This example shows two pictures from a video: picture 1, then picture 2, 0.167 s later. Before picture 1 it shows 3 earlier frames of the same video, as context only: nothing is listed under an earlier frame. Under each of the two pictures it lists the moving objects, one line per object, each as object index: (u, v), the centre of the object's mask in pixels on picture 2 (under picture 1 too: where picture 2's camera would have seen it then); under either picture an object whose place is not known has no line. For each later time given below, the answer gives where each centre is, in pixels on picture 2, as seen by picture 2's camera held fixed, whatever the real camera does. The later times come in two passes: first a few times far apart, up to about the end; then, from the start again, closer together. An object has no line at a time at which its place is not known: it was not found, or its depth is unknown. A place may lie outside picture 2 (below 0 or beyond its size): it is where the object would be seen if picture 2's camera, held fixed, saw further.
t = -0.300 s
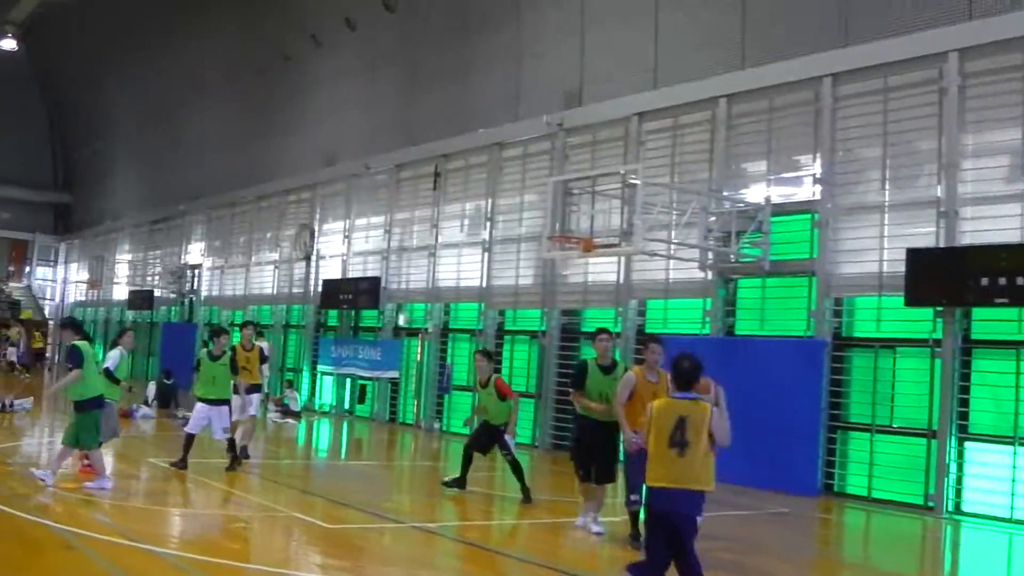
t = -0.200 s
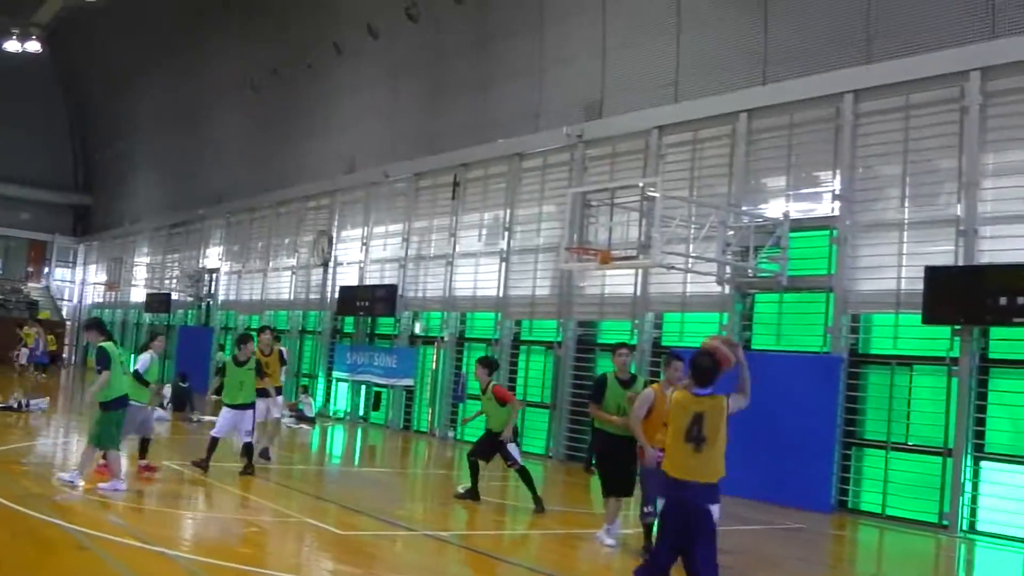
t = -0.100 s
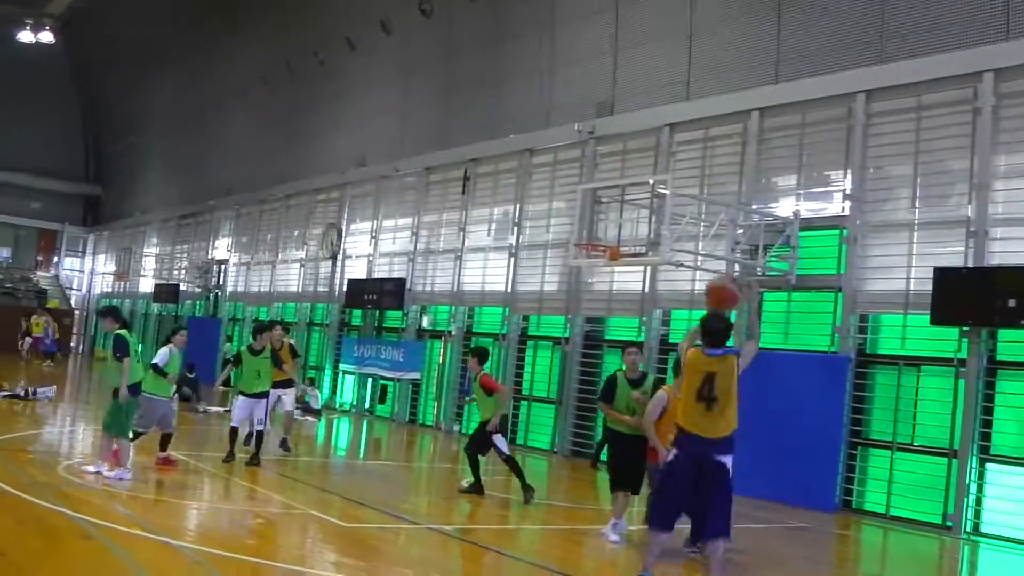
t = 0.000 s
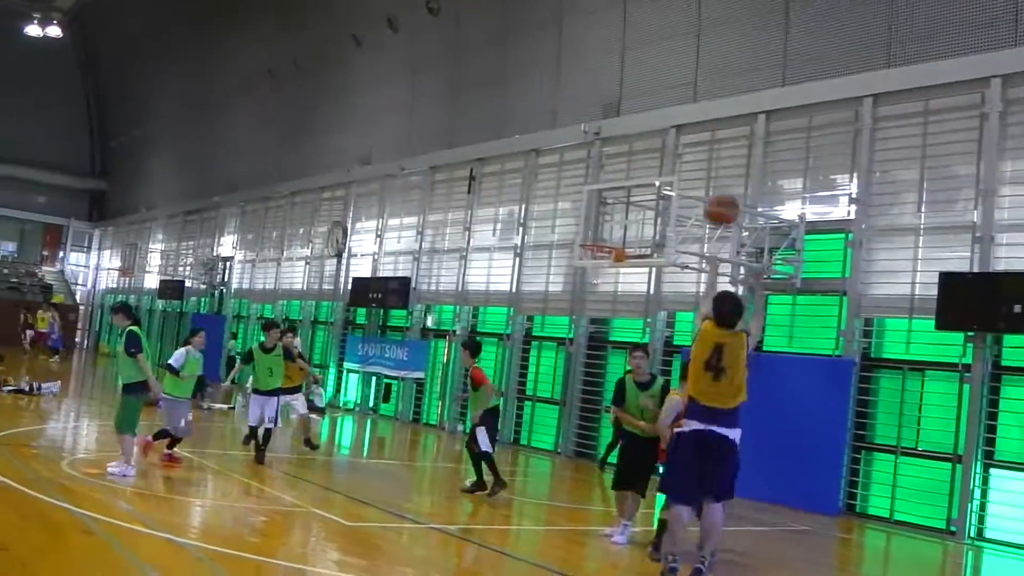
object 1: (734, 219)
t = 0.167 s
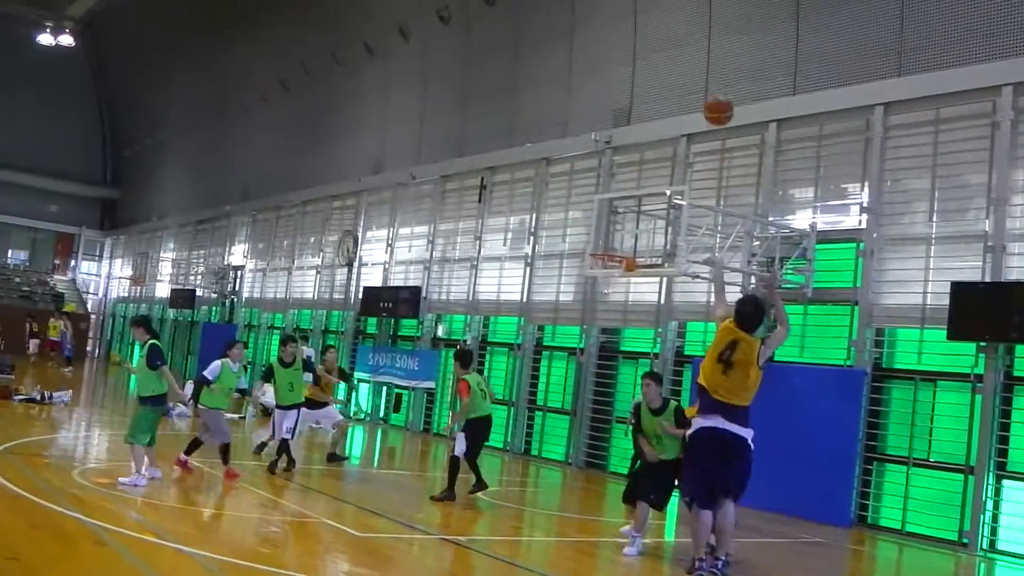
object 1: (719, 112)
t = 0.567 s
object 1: (681, 36)
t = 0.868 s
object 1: (651, 87)
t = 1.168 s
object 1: (619, 199)
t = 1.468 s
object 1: (607, 225)
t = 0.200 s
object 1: (715, 95)
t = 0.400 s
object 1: (697, 44)
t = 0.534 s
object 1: (685, 38)
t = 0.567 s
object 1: (681, 36)
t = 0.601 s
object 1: (678, 39)
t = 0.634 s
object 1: (673, 41)
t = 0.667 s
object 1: (671, 47)
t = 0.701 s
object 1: (668, 50)
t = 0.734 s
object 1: (664, 56)
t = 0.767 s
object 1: (661, 63)
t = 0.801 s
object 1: (657, 71)
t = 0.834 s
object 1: (655, 81)
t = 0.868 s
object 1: (651, 87)
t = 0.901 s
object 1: (648, 100)
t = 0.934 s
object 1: (644, 111)
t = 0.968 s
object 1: (641, 120)
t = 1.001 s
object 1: (638, 134)
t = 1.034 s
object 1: (634, 146)
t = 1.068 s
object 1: (631, 156)
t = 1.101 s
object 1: (627, 174)
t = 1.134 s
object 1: (624, 185)
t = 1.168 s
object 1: (619, 199)
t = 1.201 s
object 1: (616, 216)
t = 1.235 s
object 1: (611, 231)
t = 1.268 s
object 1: (608, 248)
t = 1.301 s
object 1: (608, 242)
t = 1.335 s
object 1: (608, 236)
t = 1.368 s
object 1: (608, 232)
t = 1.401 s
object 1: (608, 229)
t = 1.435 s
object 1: (607, 227)
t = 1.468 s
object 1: (607, 225)
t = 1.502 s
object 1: (606, 224)
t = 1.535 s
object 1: (603, 222)
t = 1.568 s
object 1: (596, 222)
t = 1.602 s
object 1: (591, 221)
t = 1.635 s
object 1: (587, 220)
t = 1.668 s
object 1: (581, 220)
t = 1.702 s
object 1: (576, 222)
